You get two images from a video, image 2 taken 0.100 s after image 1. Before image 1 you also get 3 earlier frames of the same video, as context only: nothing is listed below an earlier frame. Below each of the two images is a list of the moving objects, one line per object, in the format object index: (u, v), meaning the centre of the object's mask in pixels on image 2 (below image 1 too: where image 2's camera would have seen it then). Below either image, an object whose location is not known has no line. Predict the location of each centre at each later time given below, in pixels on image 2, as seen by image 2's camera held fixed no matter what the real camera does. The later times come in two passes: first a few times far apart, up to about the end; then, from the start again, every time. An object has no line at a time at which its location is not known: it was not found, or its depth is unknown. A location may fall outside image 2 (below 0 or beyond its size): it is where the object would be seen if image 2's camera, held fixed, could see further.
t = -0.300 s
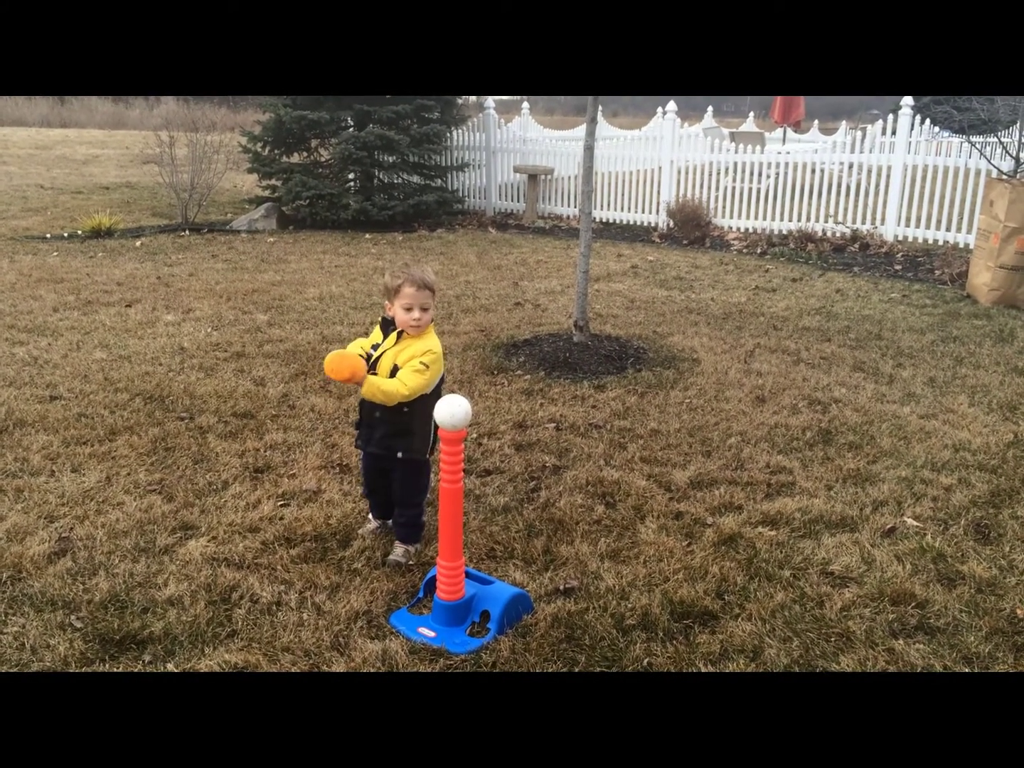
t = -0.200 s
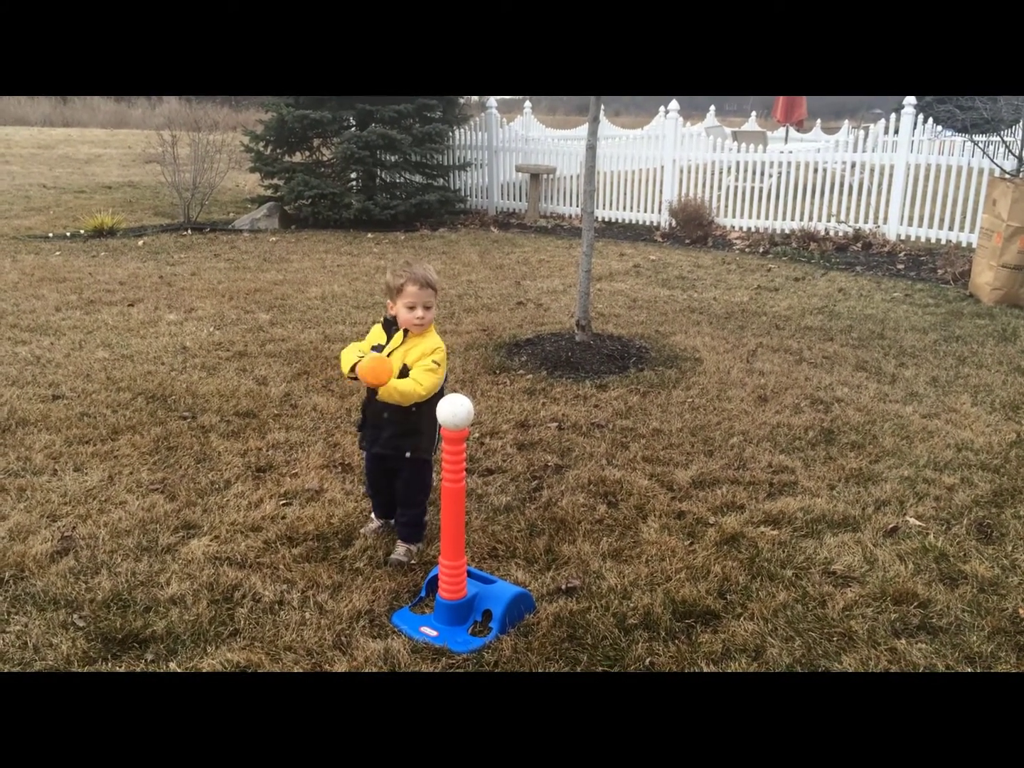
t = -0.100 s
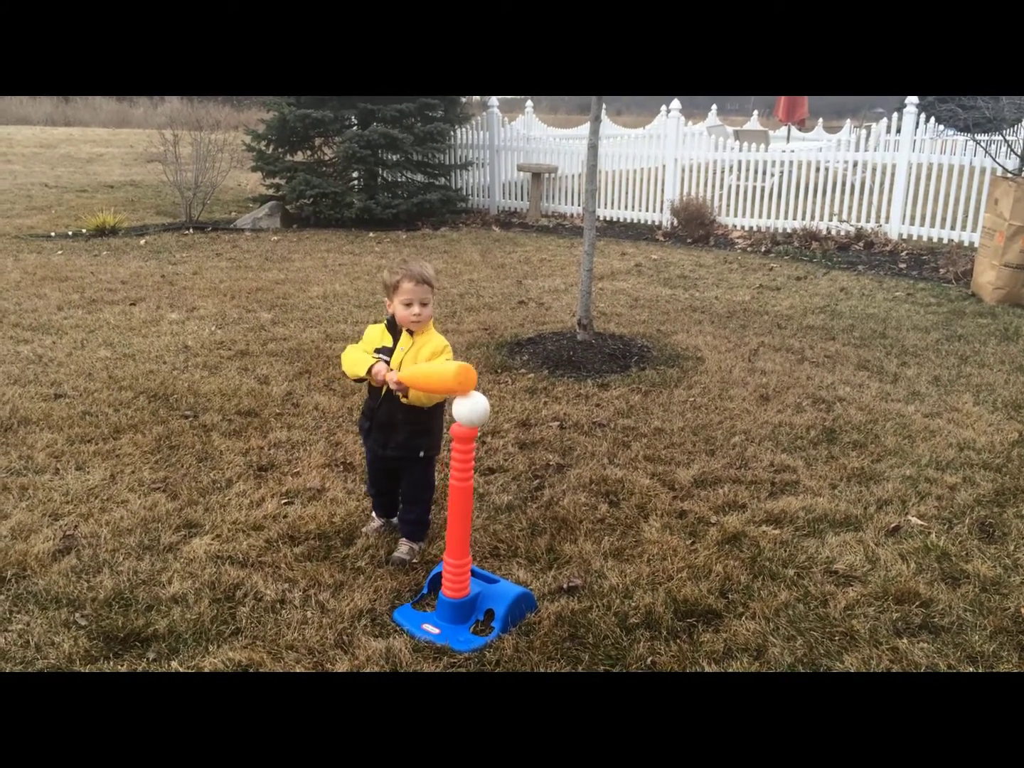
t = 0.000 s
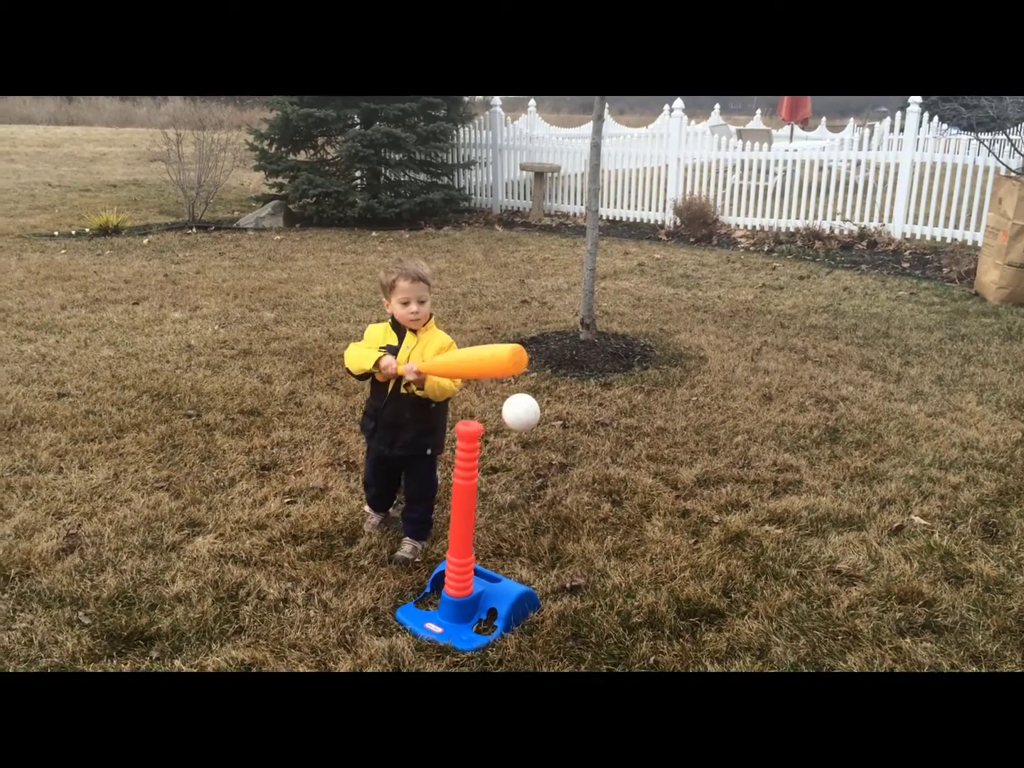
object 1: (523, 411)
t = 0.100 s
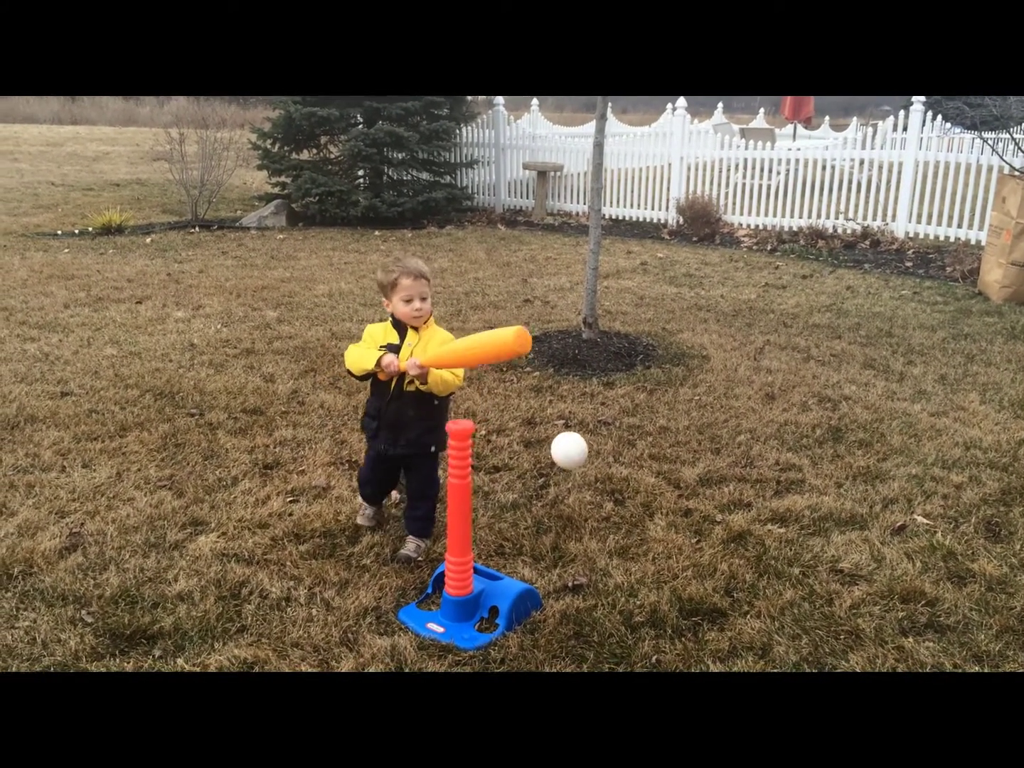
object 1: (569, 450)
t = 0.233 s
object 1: (625, 553)
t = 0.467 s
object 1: (656, 570)
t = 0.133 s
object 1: (584, 471)
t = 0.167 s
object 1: (598, 495)
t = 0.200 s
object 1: (612, 522)
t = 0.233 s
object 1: (625, 553)
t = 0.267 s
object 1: (638, 586)
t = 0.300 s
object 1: (644, 588)
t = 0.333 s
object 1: (648, 579)
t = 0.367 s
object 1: (650, 572)
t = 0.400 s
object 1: (652, 569)
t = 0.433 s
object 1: (654, 568)
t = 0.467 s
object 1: (656, 570)
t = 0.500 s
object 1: (657, 573)
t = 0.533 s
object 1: (661, 569)
